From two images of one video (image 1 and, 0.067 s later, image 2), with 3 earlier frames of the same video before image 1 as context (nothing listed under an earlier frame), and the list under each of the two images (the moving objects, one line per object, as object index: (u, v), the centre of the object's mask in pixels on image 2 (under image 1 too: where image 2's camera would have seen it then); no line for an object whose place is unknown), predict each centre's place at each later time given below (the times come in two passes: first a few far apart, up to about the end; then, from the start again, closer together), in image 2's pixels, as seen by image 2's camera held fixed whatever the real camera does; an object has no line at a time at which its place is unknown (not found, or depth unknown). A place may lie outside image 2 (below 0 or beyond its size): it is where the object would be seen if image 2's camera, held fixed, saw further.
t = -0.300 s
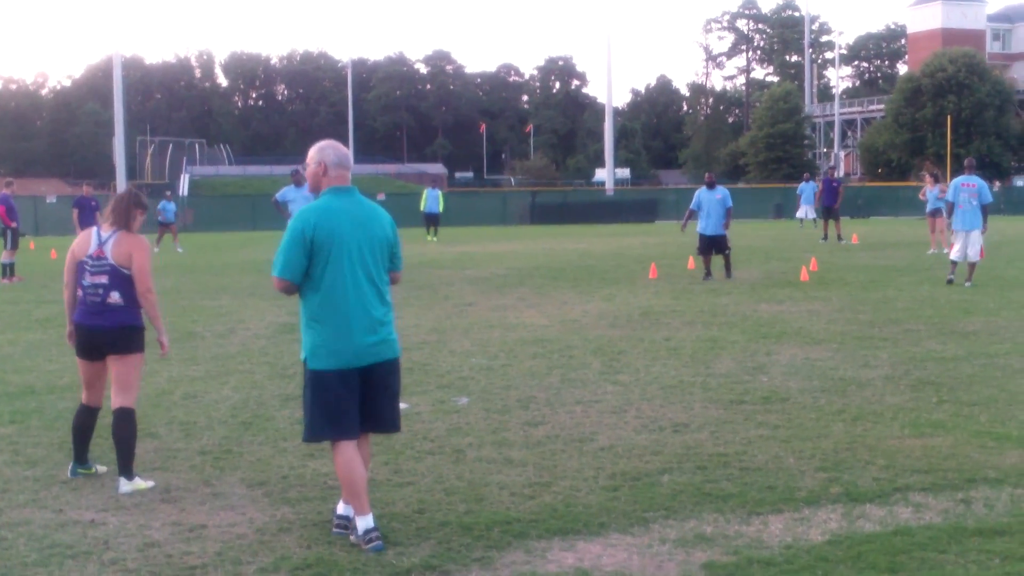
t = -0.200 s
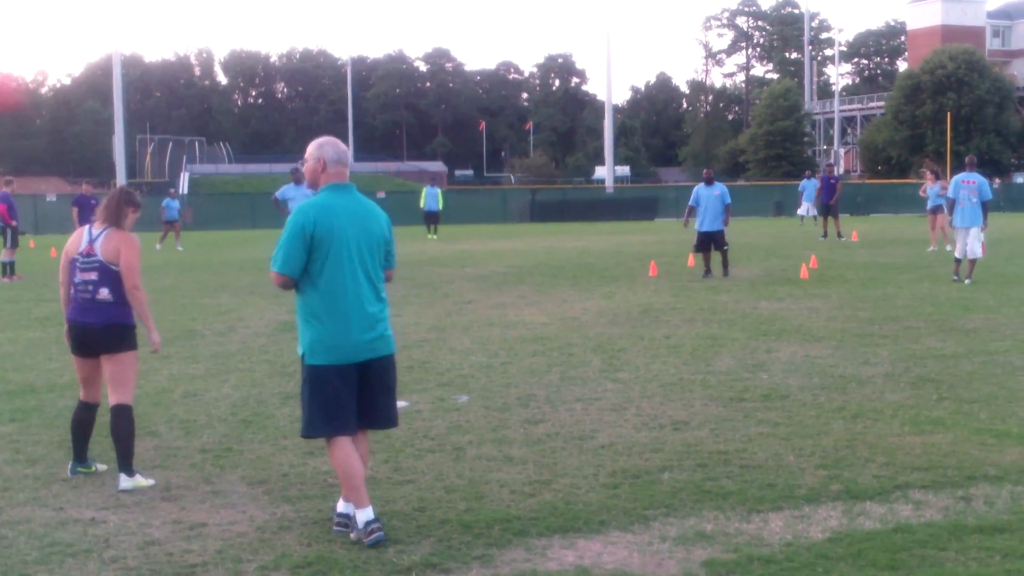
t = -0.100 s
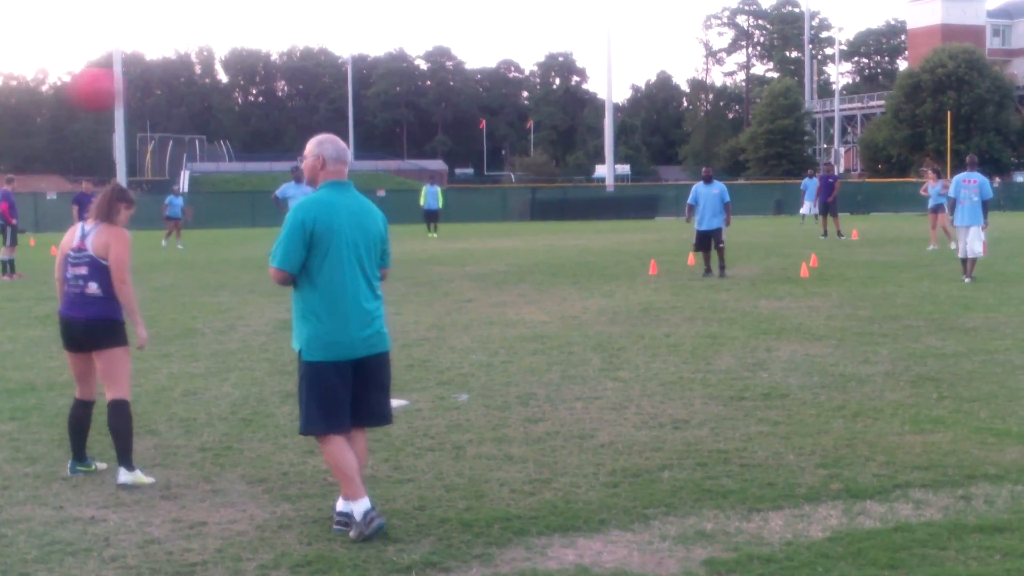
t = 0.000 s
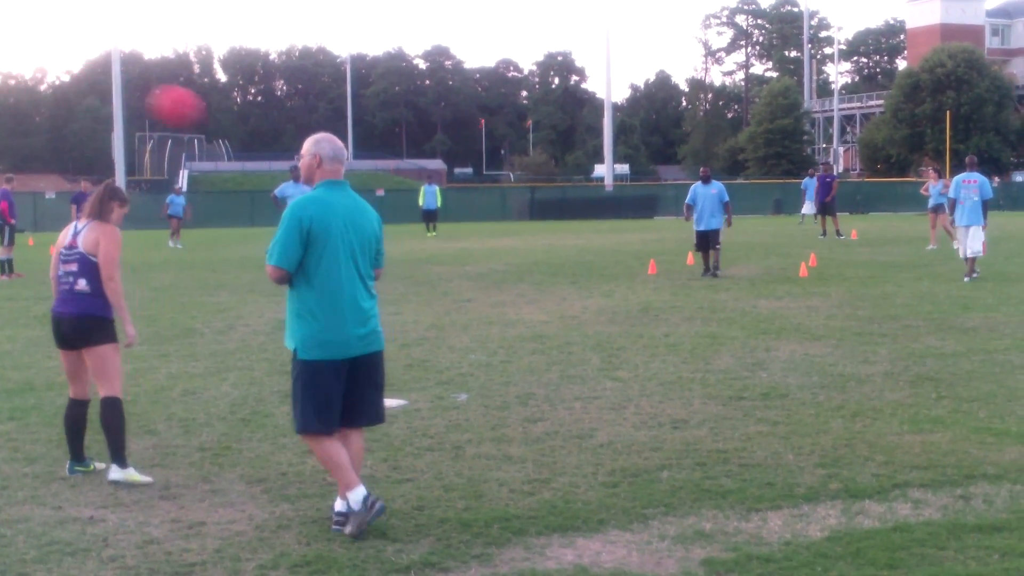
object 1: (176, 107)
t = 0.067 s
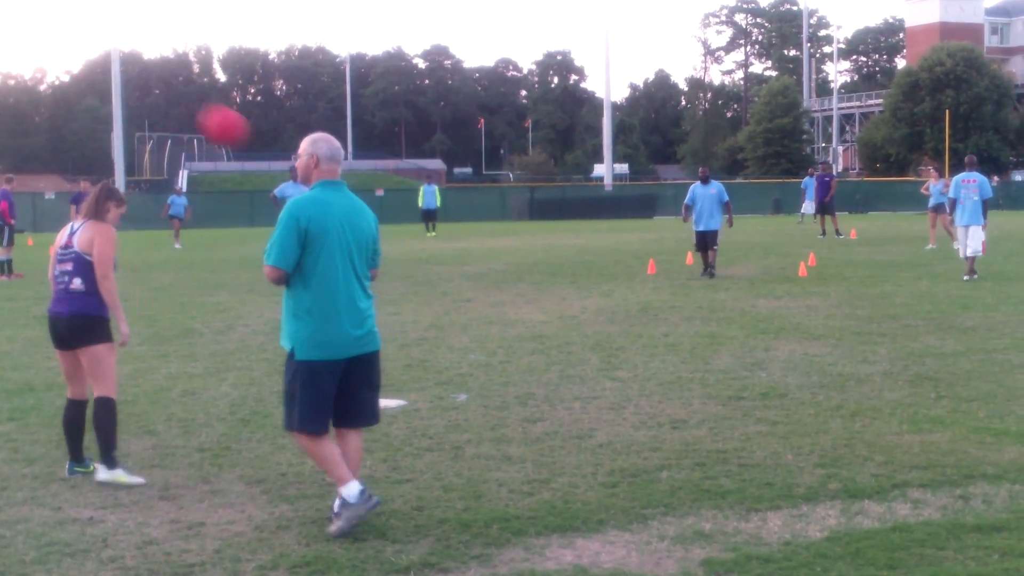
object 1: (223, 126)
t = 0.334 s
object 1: (376, 246)
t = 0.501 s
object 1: (433, 343)
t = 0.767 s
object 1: (474, 243)
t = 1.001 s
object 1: (509, 203)
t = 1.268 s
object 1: (543, 223)
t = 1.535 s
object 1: (575, 313)
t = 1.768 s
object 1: (597, 264)
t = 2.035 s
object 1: (619, 249)
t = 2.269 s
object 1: (638, 287)
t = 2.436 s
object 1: (652, 284)
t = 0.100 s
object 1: (245, 137)
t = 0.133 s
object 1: (264, 149)
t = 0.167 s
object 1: (278, 163)
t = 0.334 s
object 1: (376, 246)
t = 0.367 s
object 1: (385, 264)
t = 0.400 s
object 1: (397, 282)
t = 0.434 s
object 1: (409, 301)
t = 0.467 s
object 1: (422, 321)
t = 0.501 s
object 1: (433, 343)
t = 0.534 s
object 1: (441, 344)
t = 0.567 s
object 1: (446, 326)
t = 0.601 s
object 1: (451, 310)
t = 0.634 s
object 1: (455, 294)
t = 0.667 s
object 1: (460, 279)
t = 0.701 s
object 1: (465, 266)
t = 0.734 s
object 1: (469, 253)
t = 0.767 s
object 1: (474, 243)
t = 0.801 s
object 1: (479, 233)
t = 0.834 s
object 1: (484, 224)
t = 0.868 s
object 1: (489, 217)
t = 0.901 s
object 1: (494, 211)
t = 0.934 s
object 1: (498, 207)
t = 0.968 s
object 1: (504, 204)
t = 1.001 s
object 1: (509, 203)
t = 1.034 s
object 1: (513, 202)
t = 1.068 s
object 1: (517, 202)
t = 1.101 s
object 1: (522, 203)
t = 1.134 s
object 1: (526, 204)
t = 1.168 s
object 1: (530, 207)
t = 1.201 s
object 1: (534, 211)
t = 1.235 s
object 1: (539, 216)
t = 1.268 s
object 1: (543, 223)
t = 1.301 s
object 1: (548, 231)
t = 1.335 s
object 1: (552, 241)
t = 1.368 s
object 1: (556, 251)
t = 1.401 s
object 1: (561, 261)
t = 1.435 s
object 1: (564, 272)
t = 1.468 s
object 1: (568, 285)
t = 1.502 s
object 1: (572, 298)
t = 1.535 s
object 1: (575, 313)
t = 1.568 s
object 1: (579, 317)
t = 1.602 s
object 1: (582, 306)
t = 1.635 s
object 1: (585, 295)
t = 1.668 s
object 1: (588, 286)
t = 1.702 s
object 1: (591, 277)
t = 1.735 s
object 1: (594, 270)
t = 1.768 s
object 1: (597, 264)
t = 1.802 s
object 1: (600, 259)
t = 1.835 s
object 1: (602, 255)
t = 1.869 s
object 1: (605, 251)
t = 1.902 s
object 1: (608, 249)
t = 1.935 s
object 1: (611, 248)
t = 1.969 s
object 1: (613, 247)
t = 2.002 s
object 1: (617, 247)
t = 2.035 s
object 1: (619, 249)
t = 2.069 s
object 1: (622, 251)
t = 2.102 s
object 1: (625, 255)
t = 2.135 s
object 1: (628, 260)
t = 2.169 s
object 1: (630, 265)
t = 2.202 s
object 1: (633, 272)
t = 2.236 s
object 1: (636, 279)
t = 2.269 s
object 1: (638, 287)
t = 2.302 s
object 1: (641, 297)
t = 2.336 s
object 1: (643, 304)
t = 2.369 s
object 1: (646, 299)
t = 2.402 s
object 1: (649, 291)
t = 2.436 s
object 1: (652, 284)
